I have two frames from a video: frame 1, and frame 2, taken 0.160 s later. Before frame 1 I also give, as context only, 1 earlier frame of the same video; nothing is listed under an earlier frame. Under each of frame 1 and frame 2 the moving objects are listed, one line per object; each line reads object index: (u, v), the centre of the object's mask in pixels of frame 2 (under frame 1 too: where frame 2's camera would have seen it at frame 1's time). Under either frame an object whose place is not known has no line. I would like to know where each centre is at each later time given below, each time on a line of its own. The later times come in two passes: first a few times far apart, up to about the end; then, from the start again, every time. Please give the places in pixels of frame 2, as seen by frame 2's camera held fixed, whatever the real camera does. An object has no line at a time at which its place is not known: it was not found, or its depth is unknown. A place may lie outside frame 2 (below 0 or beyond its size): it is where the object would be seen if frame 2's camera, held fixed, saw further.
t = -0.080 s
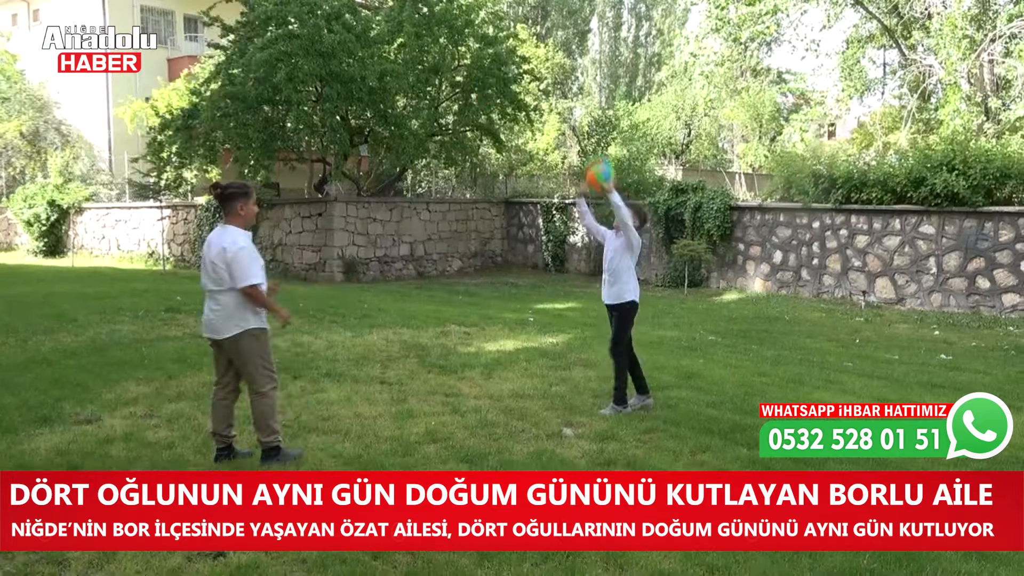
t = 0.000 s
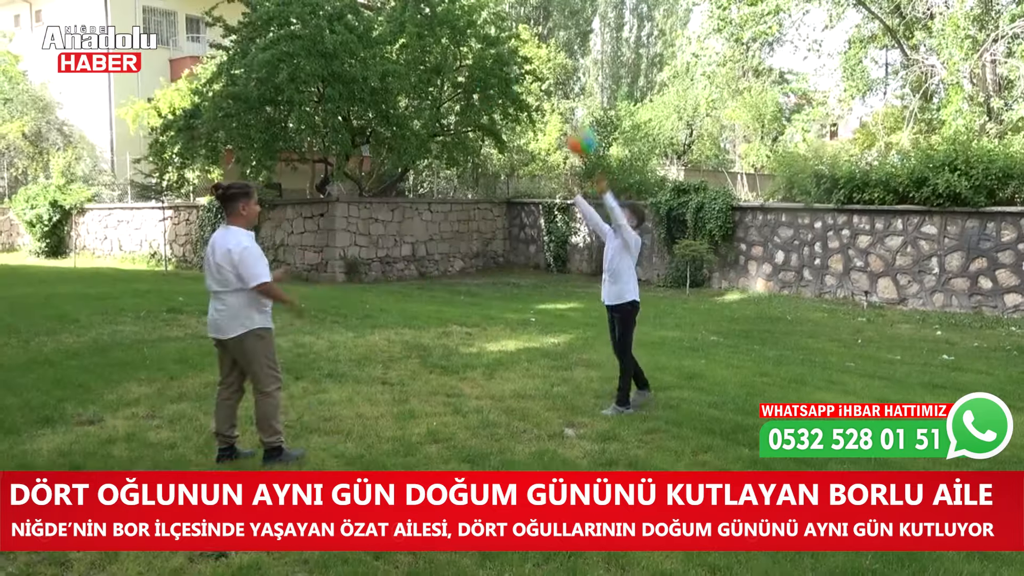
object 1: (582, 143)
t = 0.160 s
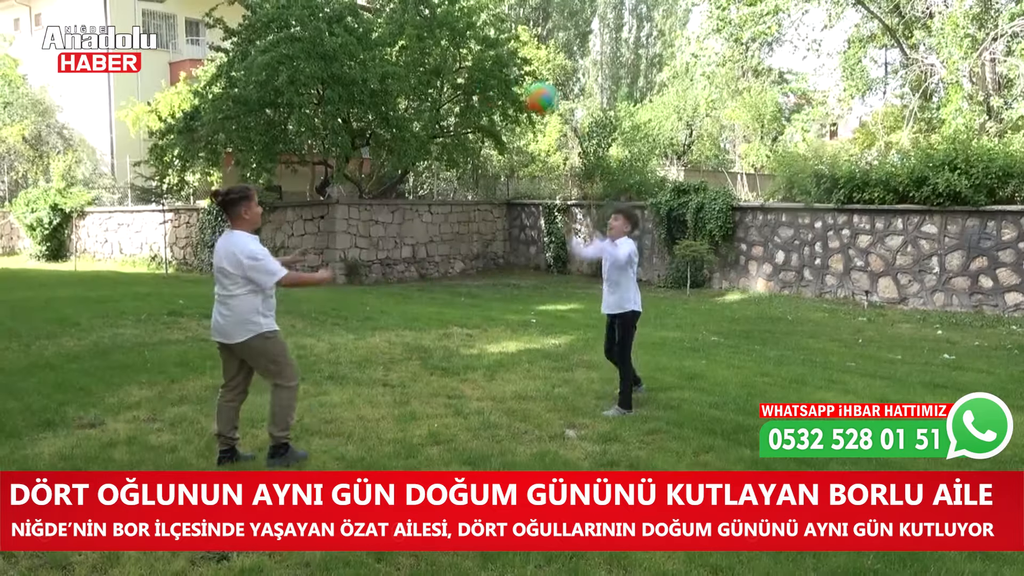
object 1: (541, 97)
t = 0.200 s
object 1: (529, 92)
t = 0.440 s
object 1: (462, 110)
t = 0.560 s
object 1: (427, 154)
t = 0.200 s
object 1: (529, 92)
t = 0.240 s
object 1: (517, 88)
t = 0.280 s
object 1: (506, 87)
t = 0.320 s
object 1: (496, 89)
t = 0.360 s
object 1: (485, 93)
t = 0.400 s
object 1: (474, 100)
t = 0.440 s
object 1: (462, 110)
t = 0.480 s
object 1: (450, 121)
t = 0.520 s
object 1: (438, 136)
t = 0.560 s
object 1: (427, 154)
